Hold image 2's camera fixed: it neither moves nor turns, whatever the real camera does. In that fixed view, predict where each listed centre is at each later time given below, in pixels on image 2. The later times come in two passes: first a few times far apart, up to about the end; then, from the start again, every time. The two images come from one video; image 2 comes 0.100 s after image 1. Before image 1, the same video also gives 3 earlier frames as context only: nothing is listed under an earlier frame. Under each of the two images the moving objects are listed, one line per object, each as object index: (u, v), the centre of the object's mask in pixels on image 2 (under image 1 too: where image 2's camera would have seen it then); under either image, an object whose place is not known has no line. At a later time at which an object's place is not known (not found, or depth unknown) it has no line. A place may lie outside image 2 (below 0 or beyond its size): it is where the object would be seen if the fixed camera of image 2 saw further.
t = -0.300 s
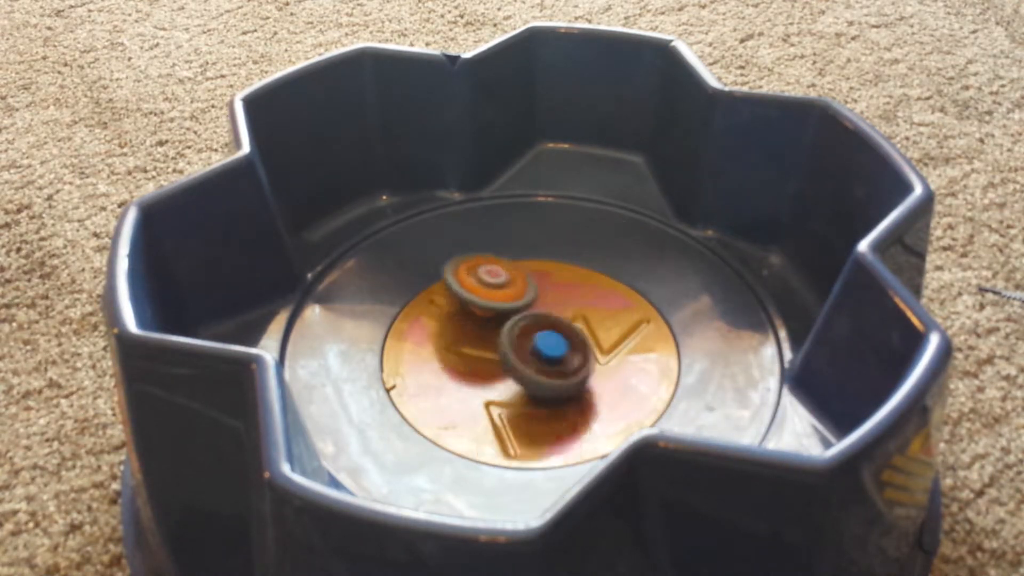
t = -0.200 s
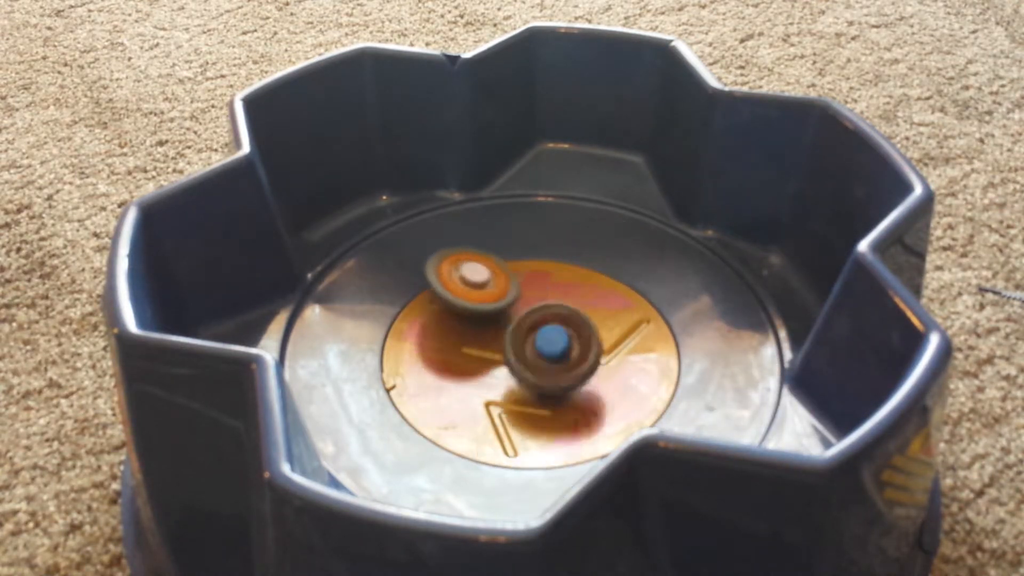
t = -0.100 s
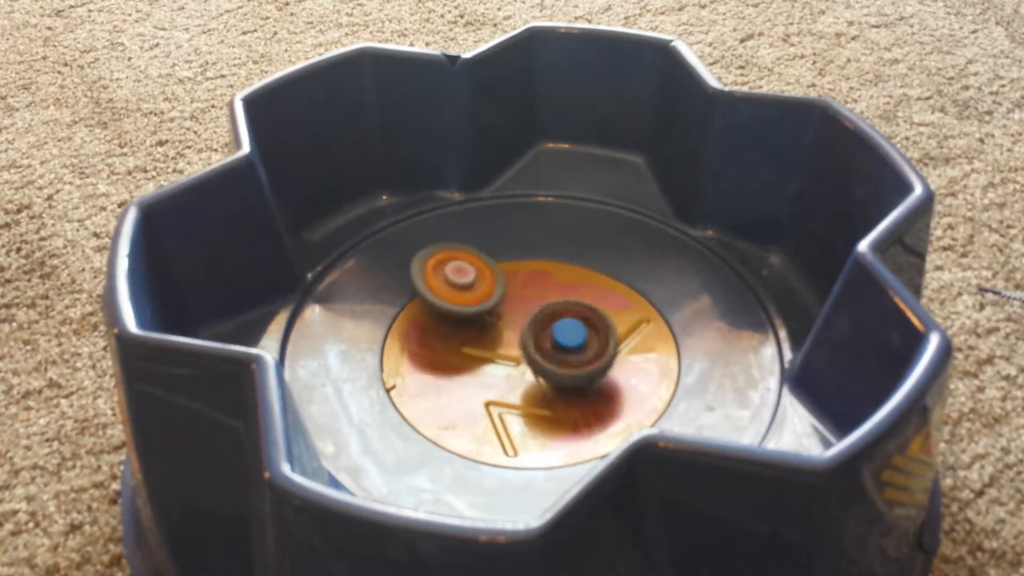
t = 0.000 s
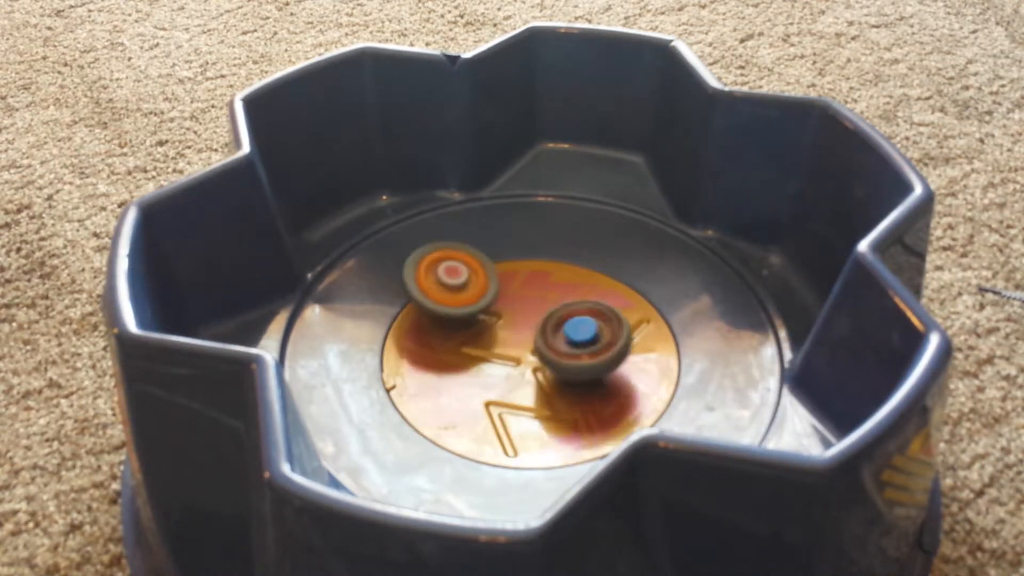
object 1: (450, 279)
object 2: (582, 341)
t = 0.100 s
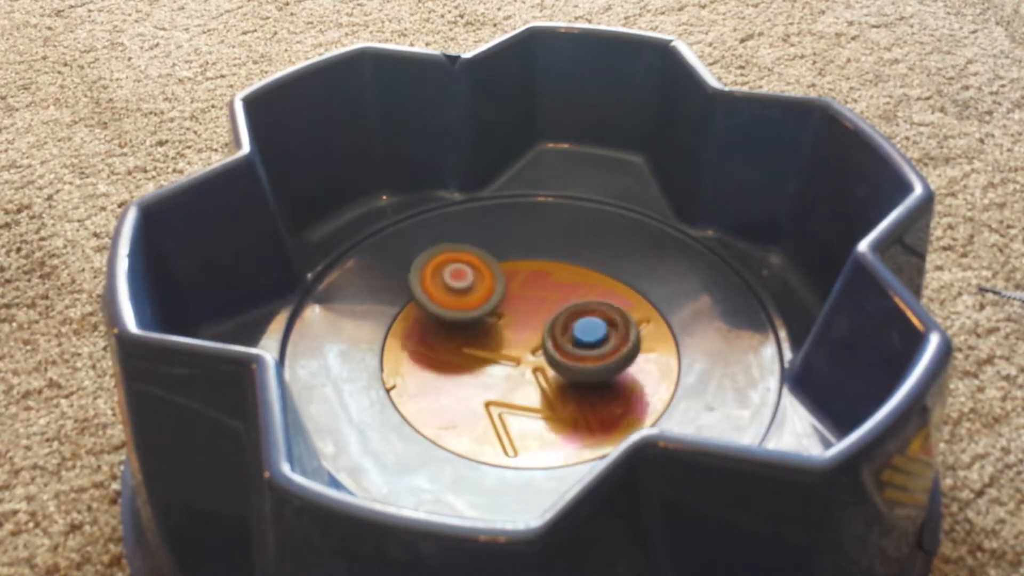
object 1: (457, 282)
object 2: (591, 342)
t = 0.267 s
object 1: (482, 291)
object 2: (585, 340)
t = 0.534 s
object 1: (472, 284)
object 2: (587, 351)
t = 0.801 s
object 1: (482, 297)
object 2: (575, 347)
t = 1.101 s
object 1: (466, 312)
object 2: (575, 336)
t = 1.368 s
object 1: (471, 308)
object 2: (573, 332)
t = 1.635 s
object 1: (481, 304)
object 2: (578, 330)
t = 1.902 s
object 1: (490, 296)
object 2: (567, 342)
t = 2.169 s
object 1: (492, 289)
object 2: (535, 352)
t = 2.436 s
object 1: (491, 294)
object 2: (482, 368)
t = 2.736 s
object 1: (481, 295)
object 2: (481, 373)
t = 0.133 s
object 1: (459, 285)
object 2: (591, 341)
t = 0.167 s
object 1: (464, 286)
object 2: (591, 341)
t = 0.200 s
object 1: (469, 288)
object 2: (590, 341)
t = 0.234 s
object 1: (475, 290)
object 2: (588, 341)
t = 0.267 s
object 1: (482, 291)
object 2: (585, 340)
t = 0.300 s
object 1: (489, 294)
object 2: (581, 339)
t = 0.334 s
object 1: (493, 296)
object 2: (578, 337)
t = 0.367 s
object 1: (491, 294)
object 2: (577, 336)
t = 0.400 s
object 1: (489, 294)
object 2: (576, 336)
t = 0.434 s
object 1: (489, 293)
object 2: (575, 338)
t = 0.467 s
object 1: (478, 286)
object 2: (583, 344)
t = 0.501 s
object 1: (471, 286)
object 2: (586, 349)
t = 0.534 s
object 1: (472, 284)
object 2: (587, 351)
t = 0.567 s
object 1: (476, 284)
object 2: (588, 350)
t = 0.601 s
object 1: (479, 285)
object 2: (591, 350)
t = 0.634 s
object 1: (485, 287)
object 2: (592, 351)
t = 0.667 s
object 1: (488, 289)
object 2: (590, 353)
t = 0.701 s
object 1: (488, 292)
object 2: (586, 353)
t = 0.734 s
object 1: (486, 295)
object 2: (580, 352)
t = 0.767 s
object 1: (484, 297)
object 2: (577, 349)
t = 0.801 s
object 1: (482, 297)
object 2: (575, 347)
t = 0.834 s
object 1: (481, 299)
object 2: (571, 345)
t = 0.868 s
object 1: (479, 300)
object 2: (564, 342)
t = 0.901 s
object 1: (475, 298)
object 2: (561, 339)
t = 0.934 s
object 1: (473, 298)
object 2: (562, 338)
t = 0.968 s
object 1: (471, 302)
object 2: (569, 340)
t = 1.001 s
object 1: (471, 307)
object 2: (572, 342)
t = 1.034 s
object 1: (468, 308)
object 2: (572, 342)
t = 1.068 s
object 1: (467, 310)
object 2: (573, 338)
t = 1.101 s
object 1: (466, 312)
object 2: (575, 336)
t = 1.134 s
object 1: (465, 312)
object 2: (578, 336)
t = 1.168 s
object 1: (465, 314)
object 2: (580, 338)
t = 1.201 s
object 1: (464, 314)
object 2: (579, 338)
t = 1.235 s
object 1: (465, 313)
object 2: (576, 338)
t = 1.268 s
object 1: (466, 314)
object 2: (574, 336)
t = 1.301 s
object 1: (467, 313)
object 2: (572, 334)
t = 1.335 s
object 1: (471, 310)
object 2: (570, 333)
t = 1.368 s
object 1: (471, 308)
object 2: (573, 332)
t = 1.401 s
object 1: (471, 310)
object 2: (577, 334)
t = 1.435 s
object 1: (472, 310)
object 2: (577, 336)
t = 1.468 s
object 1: (474, 307)
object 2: (574, 334)
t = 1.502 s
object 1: (476, 307)
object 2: (573, 331)
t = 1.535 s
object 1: (476, 306)
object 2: (576, 329)
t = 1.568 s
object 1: (478, 308)
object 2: (579, 327)
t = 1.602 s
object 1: (478, 306)
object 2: (580, 329)
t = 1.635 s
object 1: (481, 304)
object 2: (578, 330)
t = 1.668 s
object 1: (483, 301)
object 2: (576, 330)
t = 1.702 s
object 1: (484, 298)
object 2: (575, 331)
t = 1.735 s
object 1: (486, 301)
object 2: (577, 334)
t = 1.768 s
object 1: (485, 300)
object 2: (576, 336)
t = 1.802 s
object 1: (487, 298)
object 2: (574, 337)
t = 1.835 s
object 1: (488, 299)
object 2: (572, 338)
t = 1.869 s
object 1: (488, 297)
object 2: (570, 338)
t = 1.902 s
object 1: (490, 296)
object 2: (567, 342)
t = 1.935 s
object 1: (490, 294)
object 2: (566, 346)
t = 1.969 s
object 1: (491, 293)
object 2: (565, 348)
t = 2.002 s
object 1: (492, 294)
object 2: (558, 351)
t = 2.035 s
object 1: (493, 294)
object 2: (550, 351)
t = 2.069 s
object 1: (495, 293)
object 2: (547, 350)
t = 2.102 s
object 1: (496, 291)
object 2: (541, 350)
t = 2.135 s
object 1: (494, 288)
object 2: (540, 350)
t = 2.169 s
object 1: (492, 289)
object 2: (535, 352)
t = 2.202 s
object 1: (491, 293)
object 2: (530, 355)
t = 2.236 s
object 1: (492, 295)
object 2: (522, 358)
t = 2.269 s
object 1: (494, 295)
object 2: (513, 359)
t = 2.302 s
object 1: (496, 294)
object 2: (507, 362)
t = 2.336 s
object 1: (495, 292)
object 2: (502, 363)
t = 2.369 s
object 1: (491, 294)
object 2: (493, 365)
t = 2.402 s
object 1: (490, 295)
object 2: (487, 367)
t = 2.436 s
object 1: (491, 294)
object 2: (482, 368)
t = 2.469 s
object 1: (491, 292)
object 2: (479, 370)
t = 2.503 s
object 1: (490, 292)
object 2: (477, 374)
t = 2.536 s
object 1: (490, 291)
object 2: (478, 376)
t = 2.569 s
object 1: (489, 290)
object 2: (478, 378)
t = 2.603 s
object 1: (489, 291)
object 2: (478, 378)
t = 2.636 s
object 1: (486, 291)
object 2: (478, 378)
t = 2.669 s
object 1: (485, 291)
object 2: (479, 377)
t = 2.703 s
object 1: (484, 294)
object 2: (480, 376)
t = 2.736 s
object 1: (481, 295)
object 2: (481, 373)
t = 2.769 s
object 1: (478, 295)
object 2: (483, 372)
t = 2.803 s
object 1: (476, 298)
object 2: (488, 370)
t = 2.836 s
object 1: (473, 301)
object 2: (493, 368)
